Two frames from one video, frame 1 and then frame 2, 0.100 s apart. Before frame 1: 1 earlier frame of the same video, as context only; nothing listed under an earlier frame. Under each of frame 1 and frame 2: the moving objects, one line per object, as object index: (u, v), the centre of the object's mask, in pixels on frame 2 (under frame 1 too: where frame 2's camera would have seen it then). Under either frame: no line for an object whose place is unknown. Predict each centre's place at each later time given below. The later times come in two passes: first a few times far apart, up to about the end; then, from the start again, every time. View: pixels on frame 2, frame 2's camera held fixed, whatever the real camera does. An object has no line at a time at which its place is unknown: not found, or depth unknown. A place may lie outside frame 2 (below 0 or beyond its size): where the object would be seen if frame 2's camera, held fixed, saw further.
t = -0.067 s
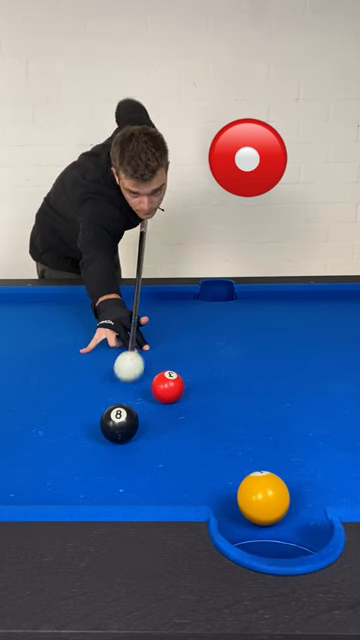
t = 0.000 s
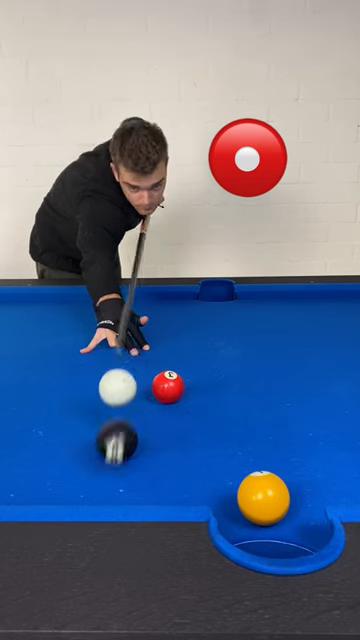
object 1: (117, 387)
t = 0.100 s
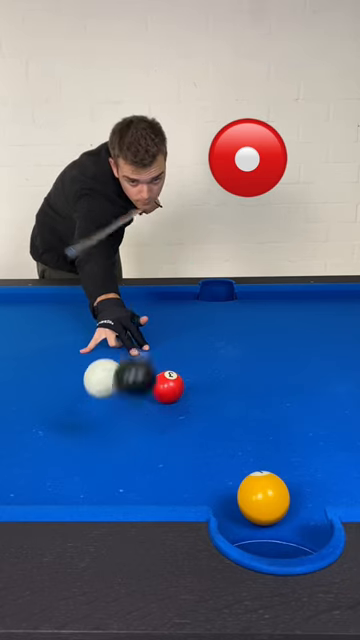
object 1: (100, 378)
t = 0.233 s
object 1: (87, 433)
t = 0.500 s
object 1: (59, 449)
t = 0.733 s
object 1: (35, 454)
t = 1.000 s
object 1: (17, 458)
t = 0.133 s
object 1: (99, 389)
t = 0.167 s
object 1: (95, 409)
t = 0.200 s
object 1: (91, 436)
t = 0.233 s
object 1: (87, 433)
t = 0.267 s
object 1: (83, 432)
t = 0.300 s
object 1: (80, 438)
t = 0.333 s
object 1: (76, 442)
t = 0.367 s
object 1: (73, 444)
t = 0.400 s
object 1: (69, 446)
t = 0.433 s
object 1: (66, 447)
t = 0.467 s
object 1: (62, 448)
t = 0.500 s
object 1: (59, 449)
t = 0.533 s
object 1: (55, 449)
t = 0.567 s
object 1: (52, 450)
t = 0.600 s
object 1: (48, 451)
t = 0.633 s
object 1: (45, 452)
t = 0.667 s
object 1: (42, 452)
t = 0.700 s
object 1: (39, 453)
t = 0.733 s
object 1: (35, 454)
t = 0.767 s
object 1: (32, 454)
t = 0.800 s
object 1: (29, 455)
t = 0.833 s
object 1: (26, 456)
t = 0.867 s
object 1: (24, 456)
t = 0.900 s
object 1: (21, 457)
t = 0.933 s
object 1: (20, 457)
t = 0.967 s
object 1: (18, 458)
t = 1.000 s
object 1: (17, 458)
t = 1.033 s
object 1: (15, 459)
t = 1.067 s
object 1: (13, 460)
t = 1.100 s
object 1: (12, 460)
